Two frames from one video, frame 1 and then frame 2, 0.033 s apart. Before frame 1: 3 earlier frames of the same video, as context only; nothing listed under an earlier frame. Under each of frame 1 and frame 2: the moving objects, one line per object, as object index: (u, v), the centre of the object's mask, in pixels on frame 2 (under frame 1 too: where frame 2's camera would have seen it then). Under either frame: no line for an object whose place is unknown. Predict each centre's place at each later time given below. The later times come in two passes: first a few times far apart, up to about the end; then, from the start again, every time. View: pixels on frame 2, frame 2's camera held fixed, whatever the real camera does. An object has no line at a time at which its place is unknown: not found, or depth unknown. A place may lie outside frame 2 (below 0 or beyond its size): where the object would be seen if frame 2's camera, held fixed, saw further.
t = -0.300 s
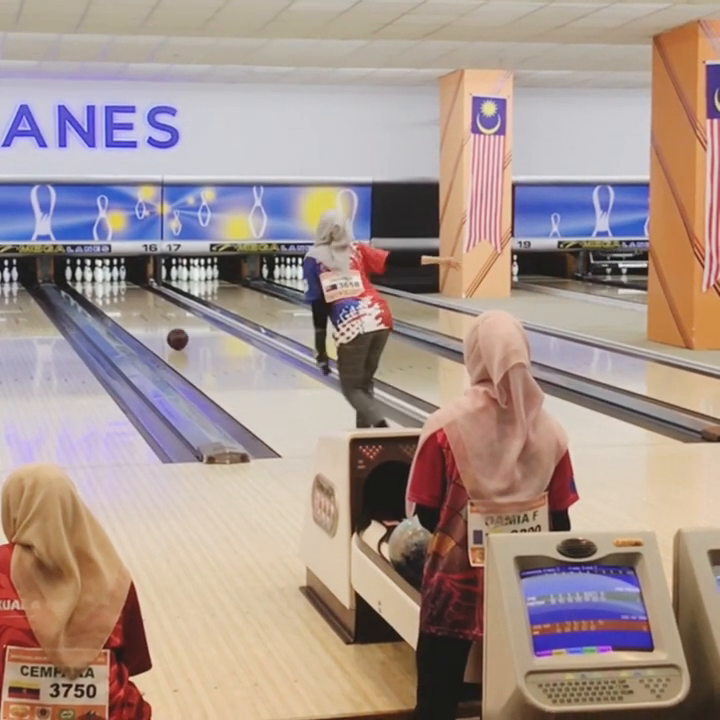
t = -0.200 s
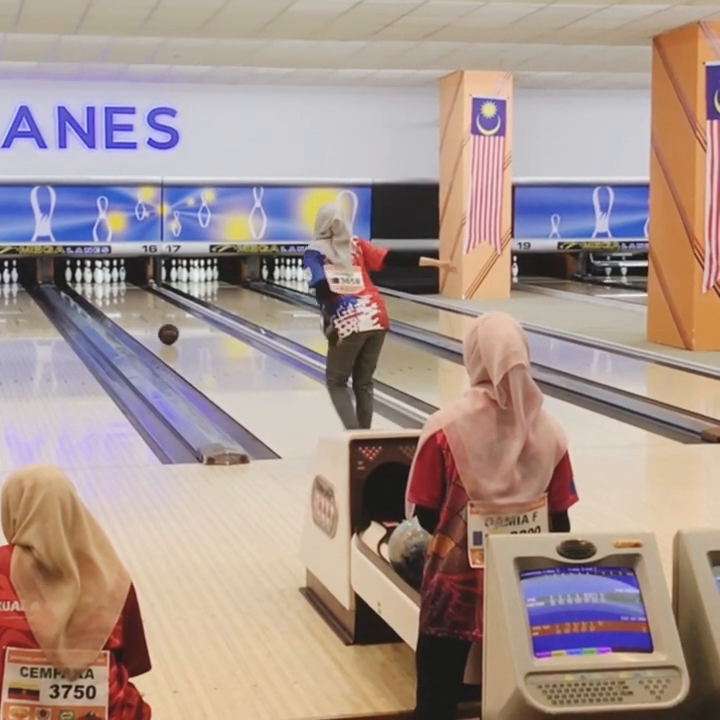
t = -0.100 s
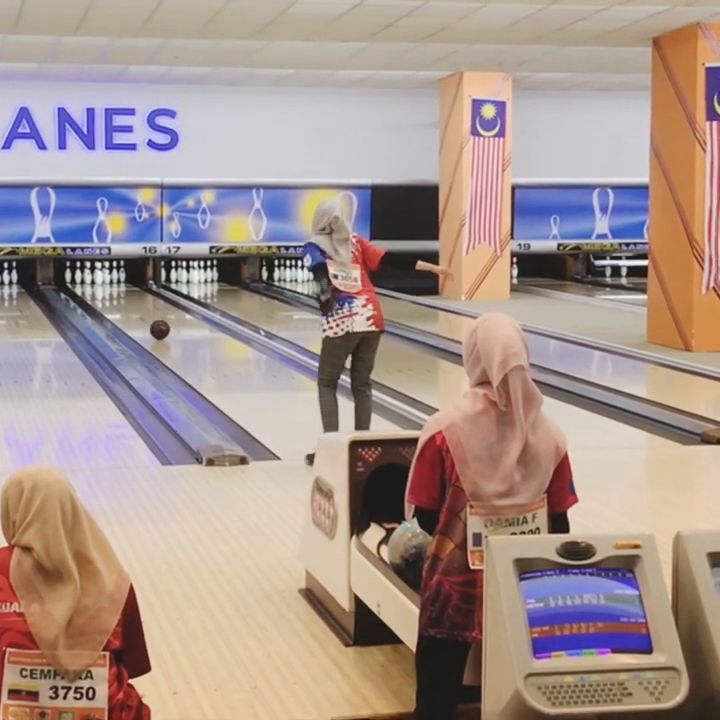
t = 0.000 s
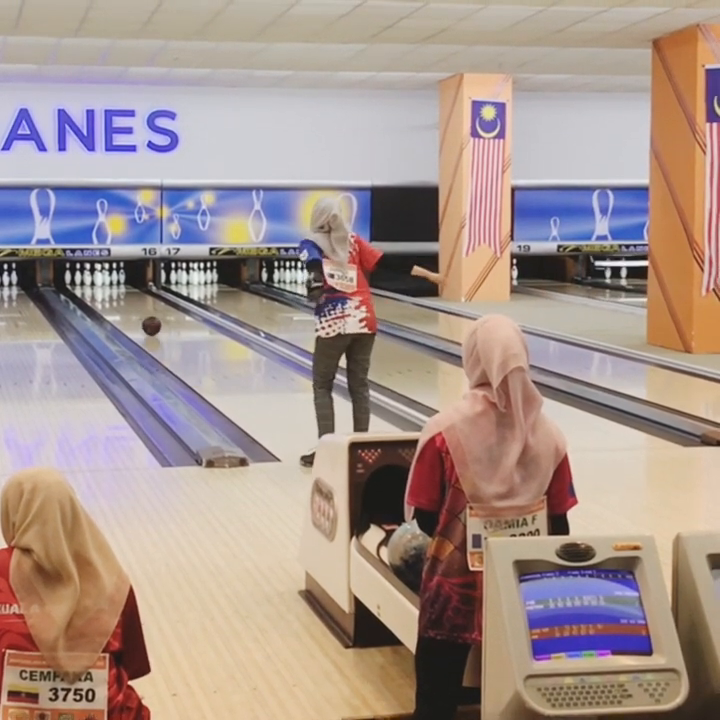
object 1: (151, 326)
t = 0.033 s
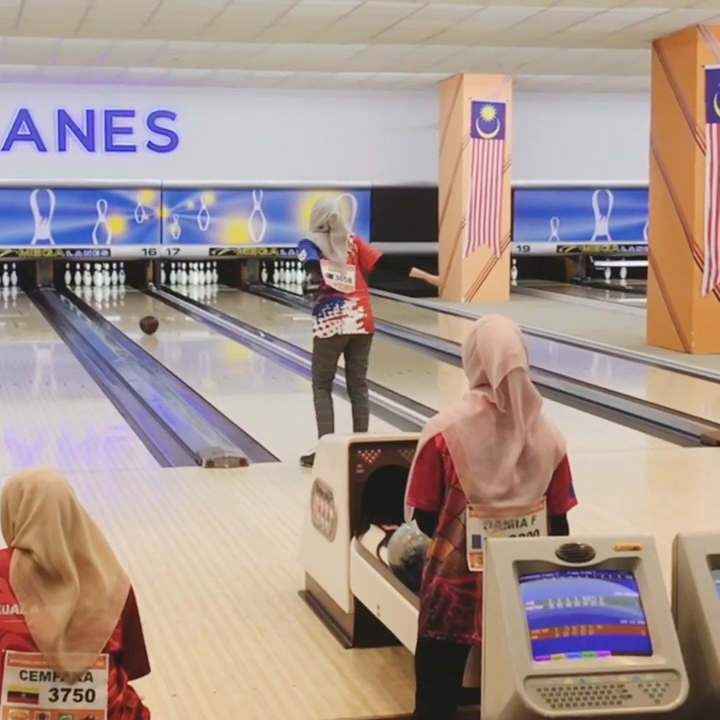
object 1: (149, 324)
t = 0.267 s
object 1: (133, 314)
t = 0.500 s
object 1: (120, 304)
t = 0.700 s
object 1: (111, 298)
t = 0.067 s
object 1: (147, 323)
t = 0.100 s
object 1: (145, 321)
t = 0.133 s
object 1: (142, 320)
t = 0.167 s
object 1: (140, 318)
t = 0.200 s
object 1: (138, 317)
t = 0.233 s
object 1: (135, 316)
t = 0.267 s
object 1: (133, 314)
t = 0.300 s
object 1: (131, 312)
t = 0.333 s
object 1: (129, 311)
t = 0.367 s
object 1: (127, 310)
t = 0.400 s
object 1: (125, 308)
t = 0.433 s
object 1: (124, 307)
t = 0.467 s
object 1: (122, 306)
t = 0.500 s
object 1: (120, 304)
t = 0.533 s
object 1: (118, 303)
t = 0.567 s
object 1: (117, 302)
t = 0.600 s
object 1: (115, 301)
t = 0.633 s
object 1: (113, 300)
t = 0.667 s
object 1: (112, 299)
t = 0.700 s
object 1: (111, 298)
